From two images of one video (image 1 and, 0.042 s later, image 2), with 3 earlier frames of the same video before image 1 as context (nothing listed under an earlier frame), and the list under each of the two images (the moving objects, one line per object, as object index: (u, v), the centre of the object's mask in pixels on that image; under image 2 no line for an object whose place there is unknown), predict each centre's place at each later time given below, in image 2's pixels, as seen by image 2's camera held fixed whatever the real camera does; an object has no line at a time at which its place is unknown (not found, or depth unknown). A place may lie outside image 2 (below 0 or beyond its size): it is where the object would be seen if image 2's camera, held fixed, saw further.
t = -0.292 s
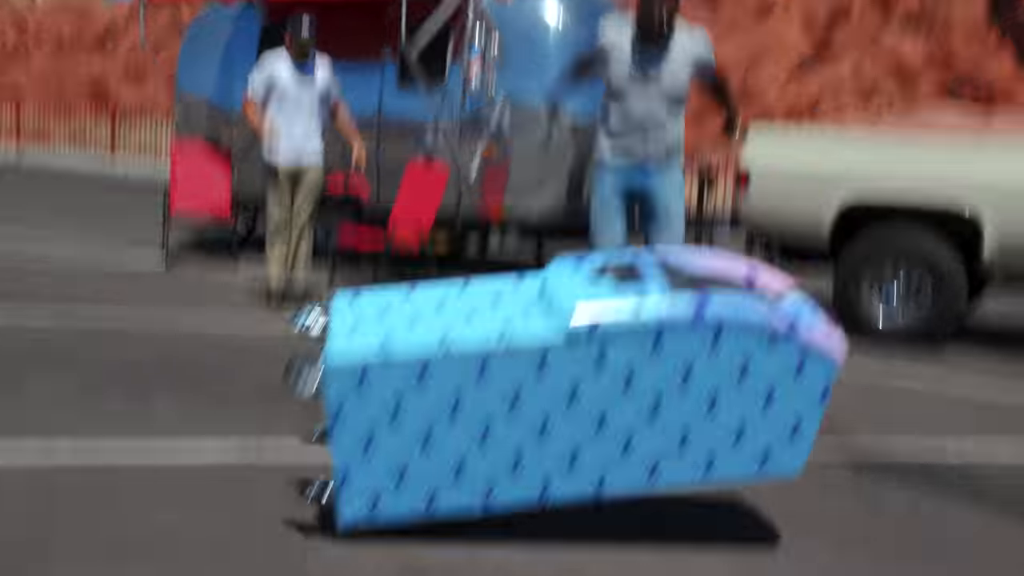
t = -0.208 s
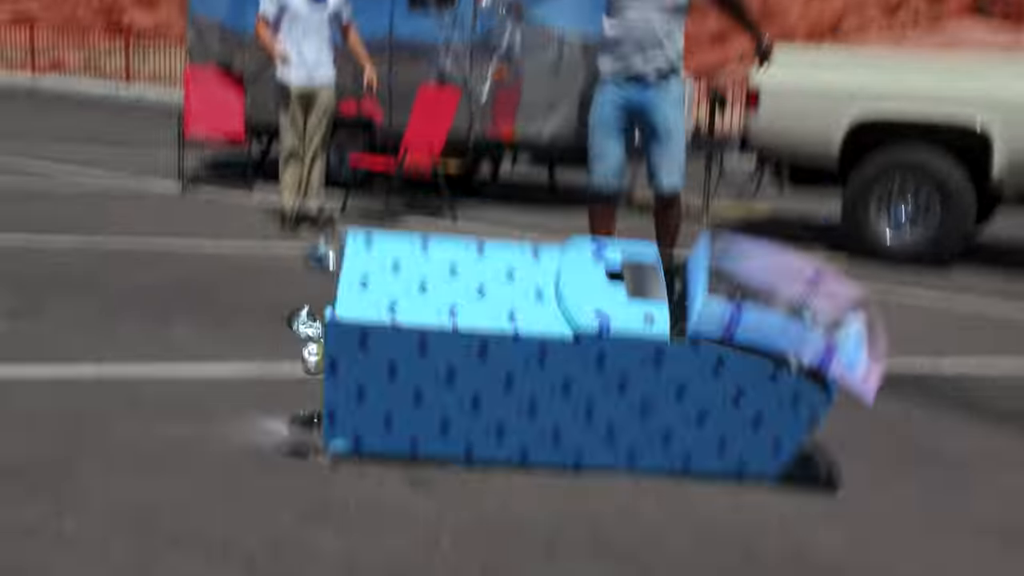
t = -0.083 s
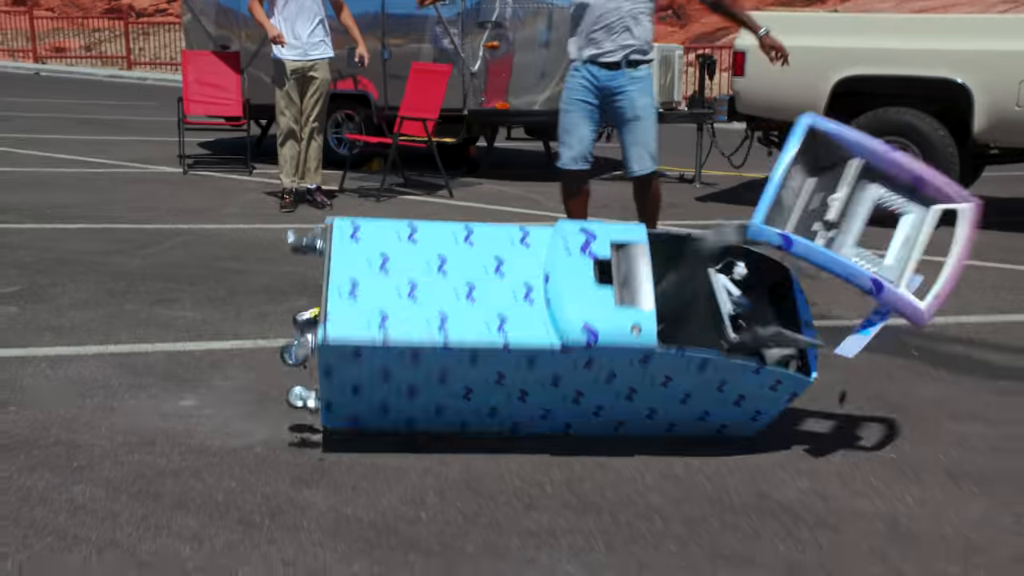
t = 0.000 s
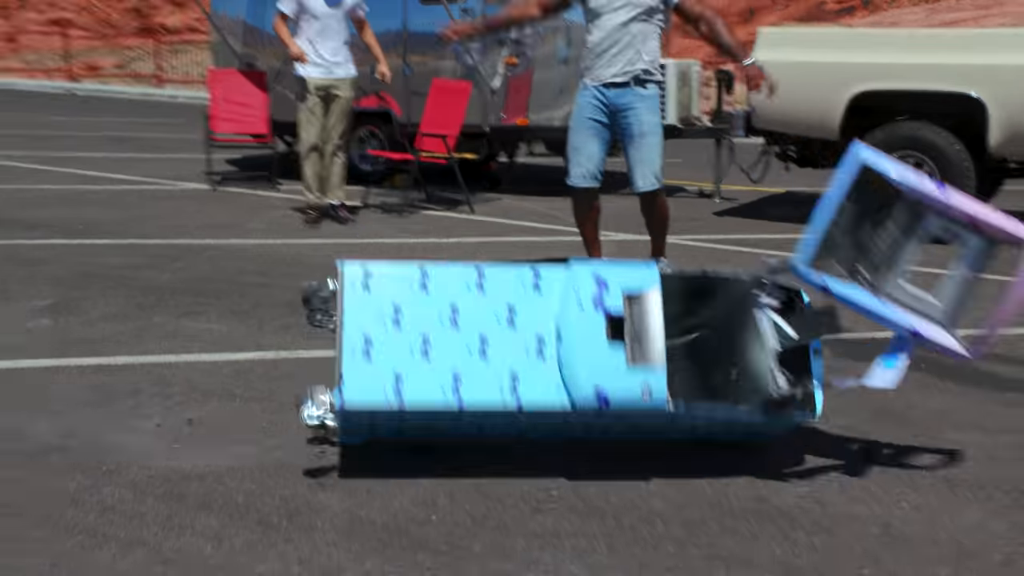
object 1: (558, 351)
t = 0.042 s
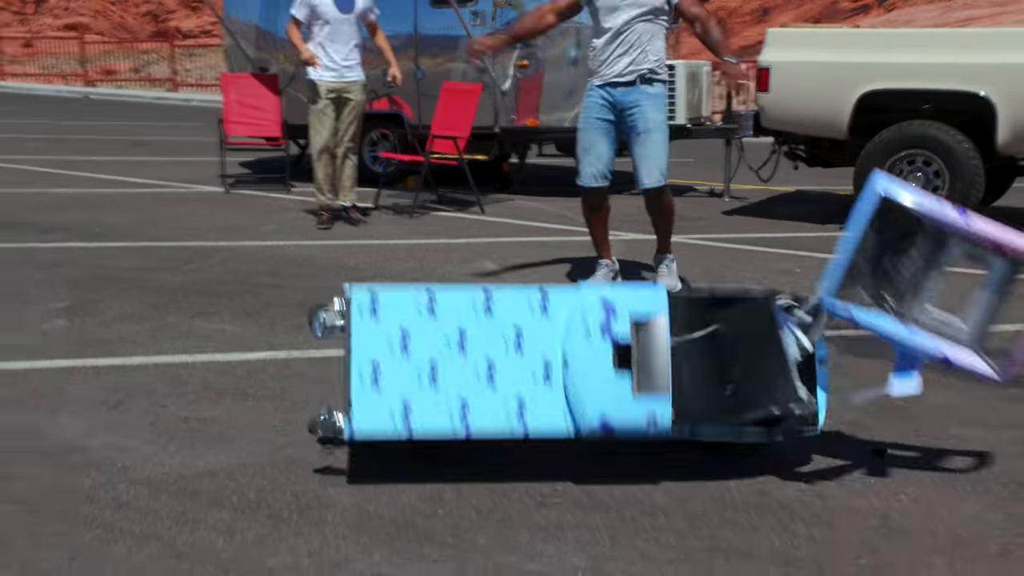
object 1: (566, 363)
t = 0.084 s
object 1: (562, 389)
